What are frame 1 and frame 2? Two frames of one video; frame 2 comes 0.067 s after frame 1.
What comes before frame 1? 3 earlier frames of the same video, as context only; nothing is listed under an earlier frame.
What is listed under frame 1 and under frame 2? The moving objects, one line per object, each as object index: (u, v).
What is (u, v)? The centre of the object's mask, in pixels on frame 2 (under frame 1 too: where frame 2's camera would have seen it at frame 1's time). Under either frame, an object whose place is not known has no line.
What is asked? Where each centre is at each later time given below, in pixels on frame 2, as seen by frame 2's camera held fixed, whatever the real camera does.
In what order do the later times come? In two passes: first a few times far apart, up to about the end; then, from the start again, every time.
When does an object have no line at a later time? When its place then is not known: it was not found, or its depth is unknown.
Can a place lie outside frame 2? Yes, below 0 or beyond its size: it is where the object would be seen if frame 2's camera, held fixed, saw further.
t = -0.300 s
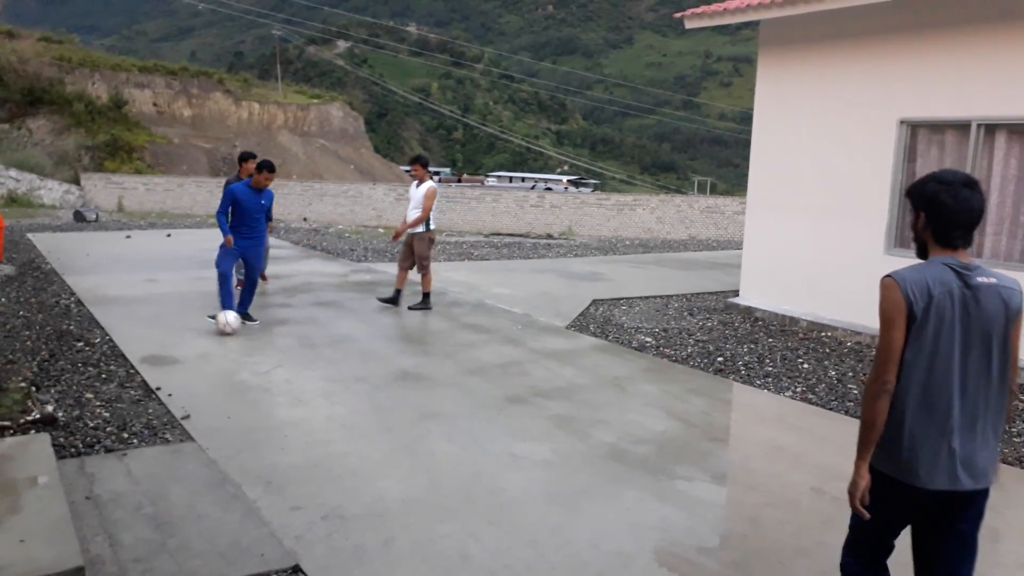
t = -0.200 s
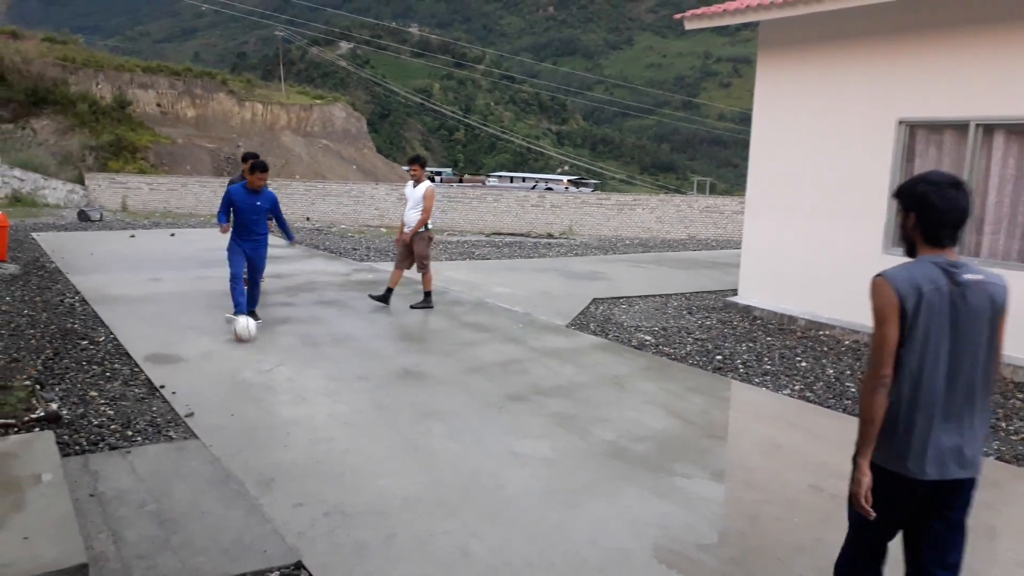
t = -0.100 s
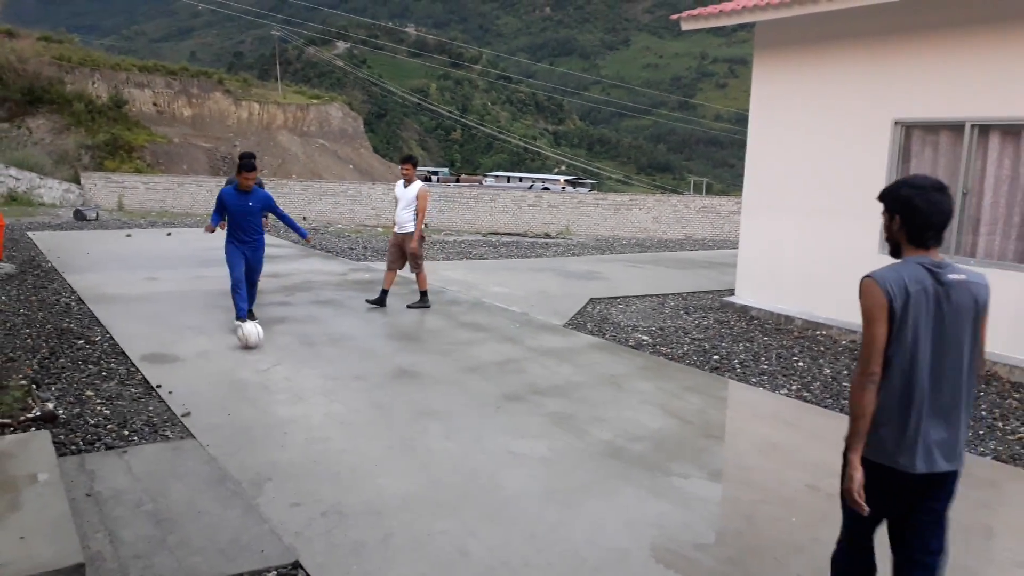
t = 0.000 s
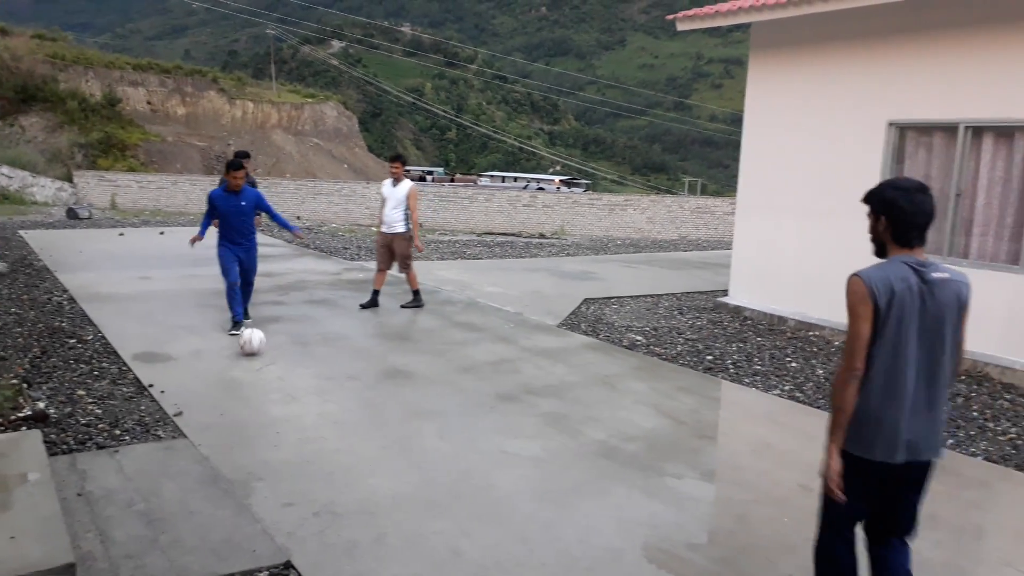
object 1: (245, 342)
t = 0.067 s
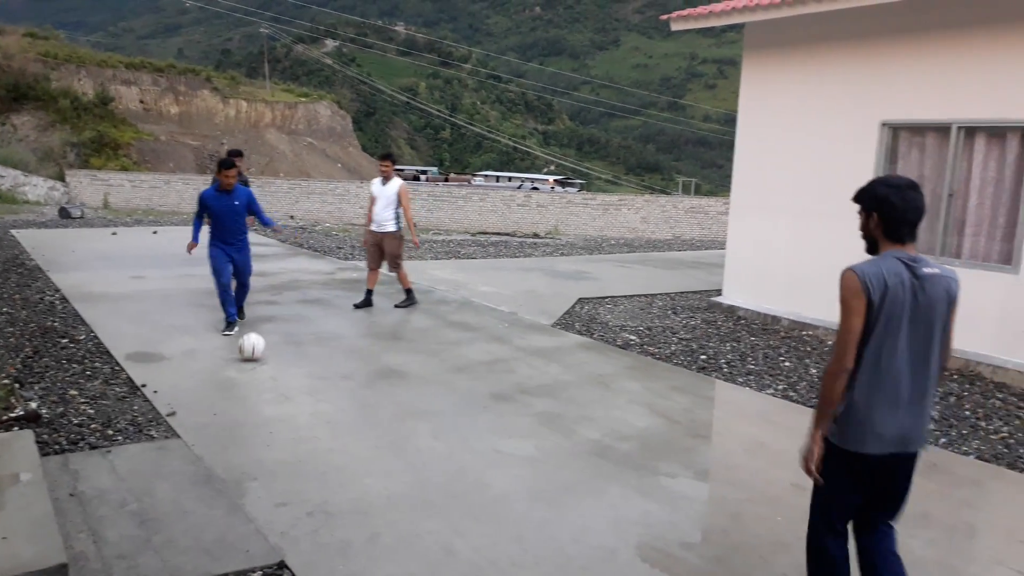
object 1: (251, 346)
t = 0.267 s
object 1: (273, 363)
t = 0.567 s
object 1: (310, 393)
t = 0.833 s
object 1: (353, 428)
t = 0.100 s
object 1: (255, 350)
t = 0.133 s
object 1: (259, 352)
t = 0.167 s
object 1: (262, 355)
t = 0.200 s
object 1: (265, 358)
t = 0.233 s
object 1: (269, 361)
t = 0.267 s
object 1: (273, 363)
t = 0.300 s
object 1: (277, 367)
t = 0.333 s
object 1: (280, 370)
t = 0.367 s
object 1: (285, 373)
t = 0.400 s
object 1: (289, 376)
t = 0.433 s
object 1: (293, 379)
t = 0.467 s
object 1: (297, 382)
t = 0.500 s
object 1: (302, 386)
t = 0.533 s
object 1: (306, 390)
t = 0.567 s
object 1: (310, 393)
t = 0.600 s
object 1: (315, 397)
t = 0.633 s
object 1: (320, 401)
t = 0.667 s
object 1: (325, 405)
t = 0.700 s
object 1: (330, 409)
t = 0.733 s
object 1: (336, 414)
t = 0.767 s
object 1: (341, 418)
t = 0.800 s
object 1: (347, 422)
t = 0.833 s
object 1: (353, 428)
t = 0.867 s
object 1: (359, 432)
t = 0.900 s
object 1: (365, 437)
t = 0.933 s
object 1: (371, 442)
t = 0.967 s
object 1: (378, 448)
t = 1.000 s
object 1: (386, 453)
